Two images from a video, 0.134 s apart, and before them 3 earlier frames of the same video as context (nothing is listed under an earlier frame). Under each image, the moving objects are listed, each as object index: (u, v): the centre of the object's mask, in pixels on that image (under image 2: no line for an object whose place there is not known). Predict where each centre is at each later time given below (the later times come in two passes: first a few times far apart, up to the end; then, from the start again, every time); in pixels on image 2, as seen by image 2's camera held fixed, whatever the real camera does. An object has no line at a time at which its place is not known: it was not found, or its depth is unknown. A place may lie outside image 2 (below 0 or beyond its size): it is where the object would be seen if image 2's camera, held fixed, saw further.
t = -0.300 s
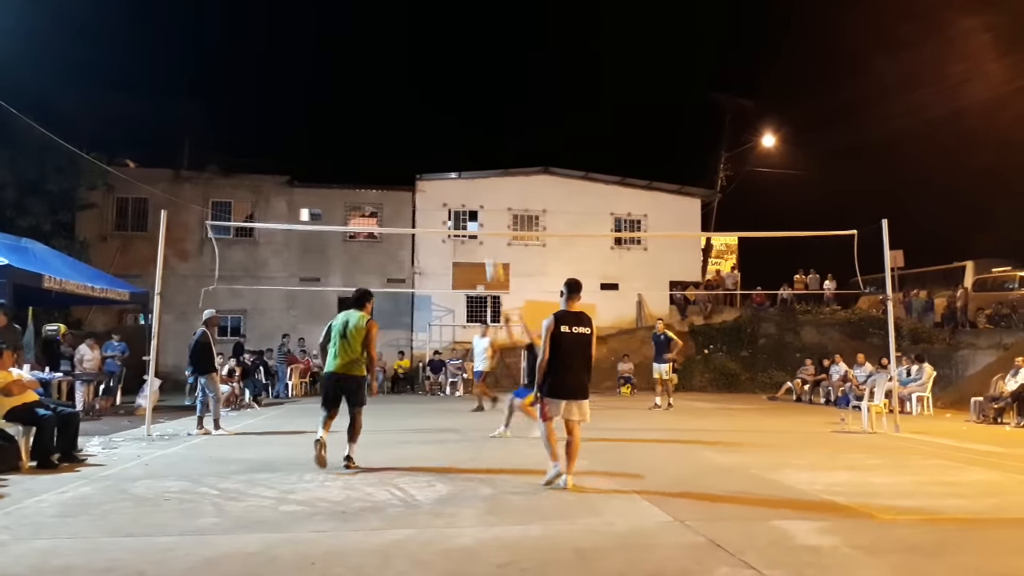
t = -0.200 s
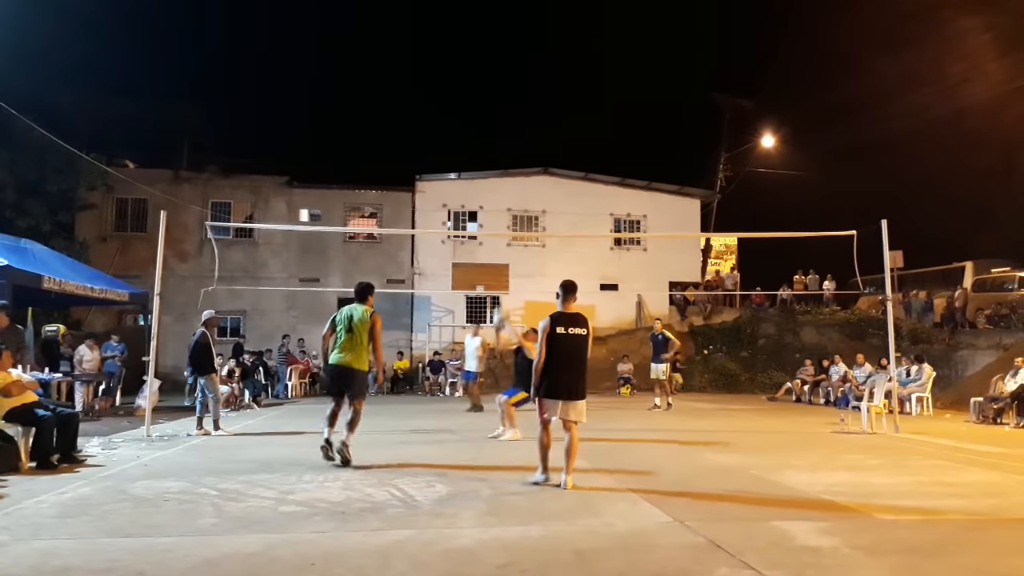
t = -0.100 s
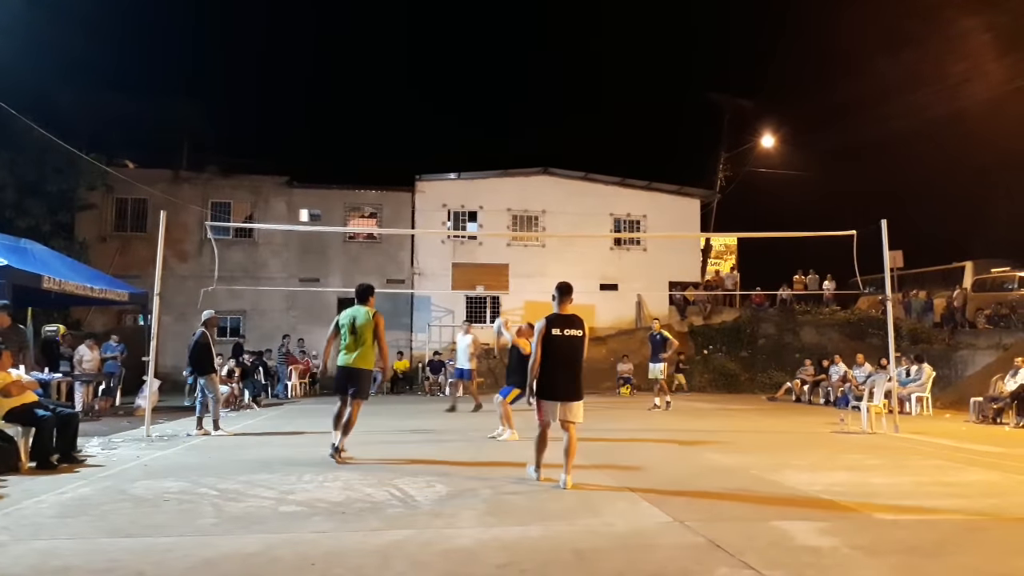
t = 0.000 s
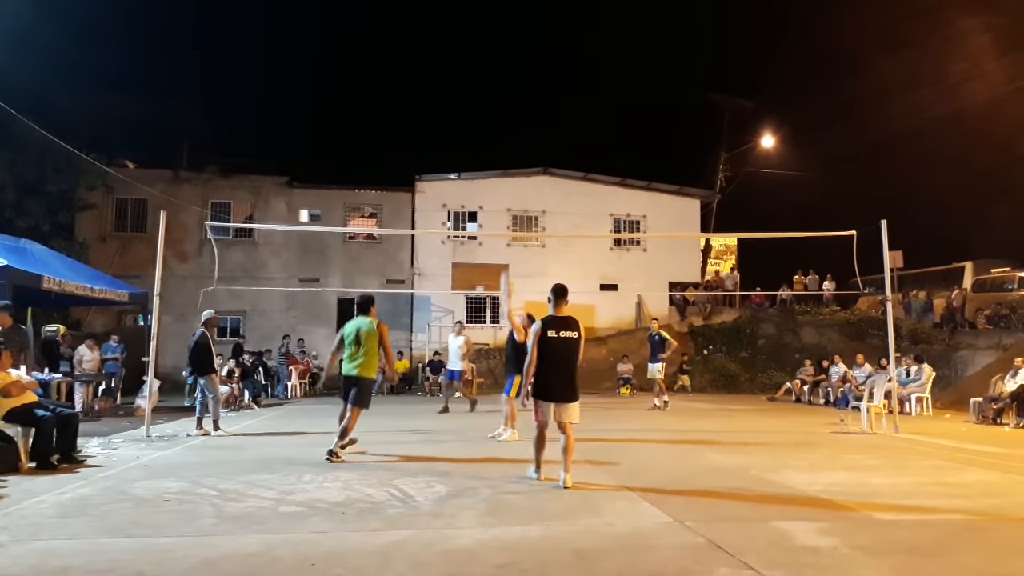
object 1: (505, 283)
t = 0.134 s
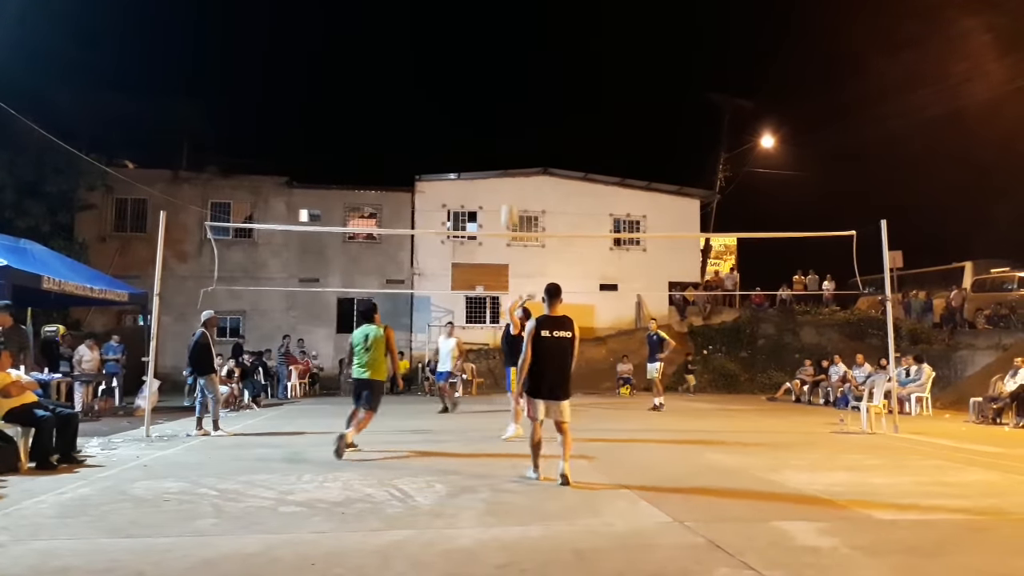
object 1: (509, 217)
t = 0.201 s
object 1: (507, 185)
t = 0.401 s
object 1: (510, 118)
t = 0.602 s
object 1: (510, 81)
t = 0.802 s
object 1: (510, 71)
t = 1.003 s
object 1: (510, 89)
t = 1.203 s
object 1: (509, 133)
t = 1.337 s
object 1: (508, 172)
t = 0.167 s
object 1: (508, 199)
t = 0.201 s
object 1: (507, 185)
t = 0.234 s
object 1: (509, 170)
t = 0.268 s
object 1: (509, 158)
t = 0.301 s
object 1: (509, 148)
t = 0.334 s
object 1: (510, 137)
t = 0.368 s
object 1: (510, 127)
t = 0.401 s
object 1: (510, 118)
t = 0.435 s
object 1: (510, 110)
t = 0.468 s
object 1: (510, 102)
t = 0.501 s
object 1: (510, 96)
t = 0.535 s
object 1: (509, 90)
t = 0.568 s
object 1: (510, 85)
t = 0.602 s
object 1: (510, 81)
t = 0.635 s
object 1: (510, 77)
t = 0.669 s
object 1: (510, 74)
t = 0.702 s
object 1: (510, 73)
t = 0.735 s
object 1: (510, 71)
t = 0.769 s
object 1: (510, 71)
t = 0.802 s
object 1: (510, 71)
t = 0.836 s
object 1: (510, 72)
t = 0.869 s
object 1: (510, 74)
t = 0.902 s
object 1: (510, 77)
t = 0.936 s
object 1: (510, 80)
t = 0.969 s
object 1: (510, 84)
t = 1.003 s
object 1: (510, 89)
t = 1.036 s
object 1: (510, 94)
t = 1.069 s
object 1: (510, 101)
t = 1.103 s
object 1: (509, 108)
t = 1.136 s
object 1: (509, 115)
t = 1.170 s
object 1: (509, 123)
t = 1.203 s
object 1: (509, 133)
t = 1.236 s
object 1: (509, 142)
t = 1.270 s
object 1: (509, 152)
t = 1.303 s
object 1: (508, 162)
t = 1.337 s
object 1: (508, 172)
